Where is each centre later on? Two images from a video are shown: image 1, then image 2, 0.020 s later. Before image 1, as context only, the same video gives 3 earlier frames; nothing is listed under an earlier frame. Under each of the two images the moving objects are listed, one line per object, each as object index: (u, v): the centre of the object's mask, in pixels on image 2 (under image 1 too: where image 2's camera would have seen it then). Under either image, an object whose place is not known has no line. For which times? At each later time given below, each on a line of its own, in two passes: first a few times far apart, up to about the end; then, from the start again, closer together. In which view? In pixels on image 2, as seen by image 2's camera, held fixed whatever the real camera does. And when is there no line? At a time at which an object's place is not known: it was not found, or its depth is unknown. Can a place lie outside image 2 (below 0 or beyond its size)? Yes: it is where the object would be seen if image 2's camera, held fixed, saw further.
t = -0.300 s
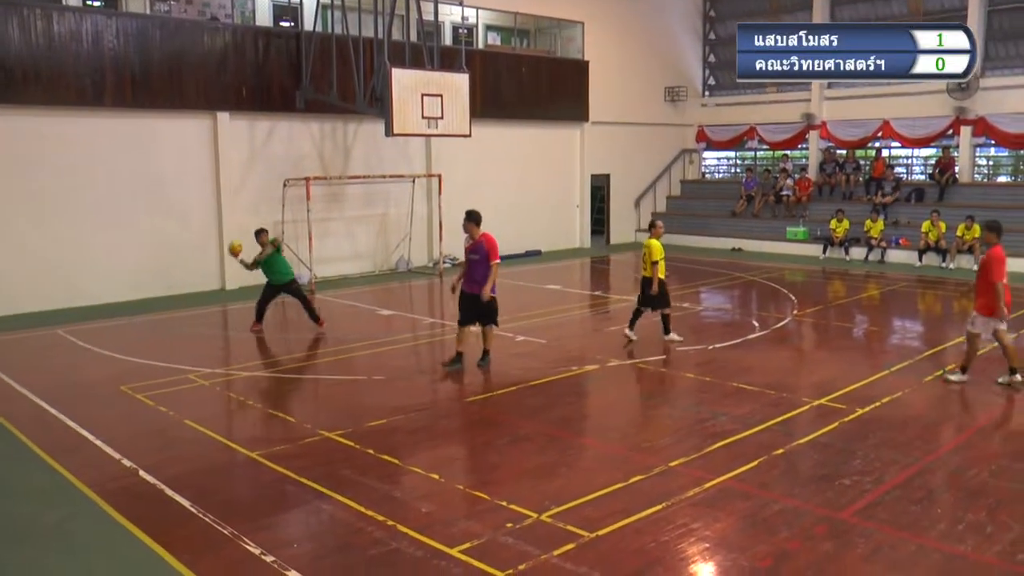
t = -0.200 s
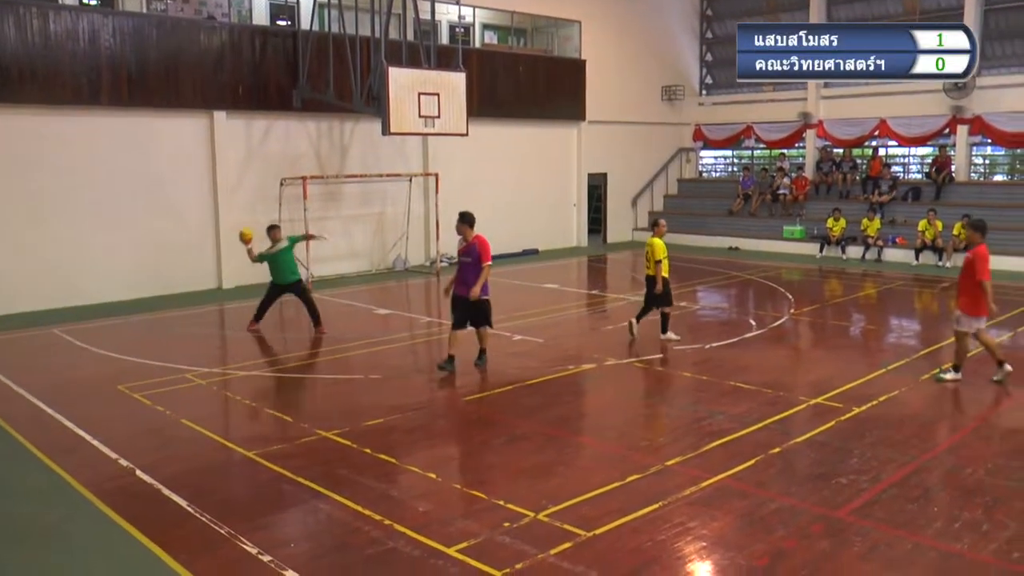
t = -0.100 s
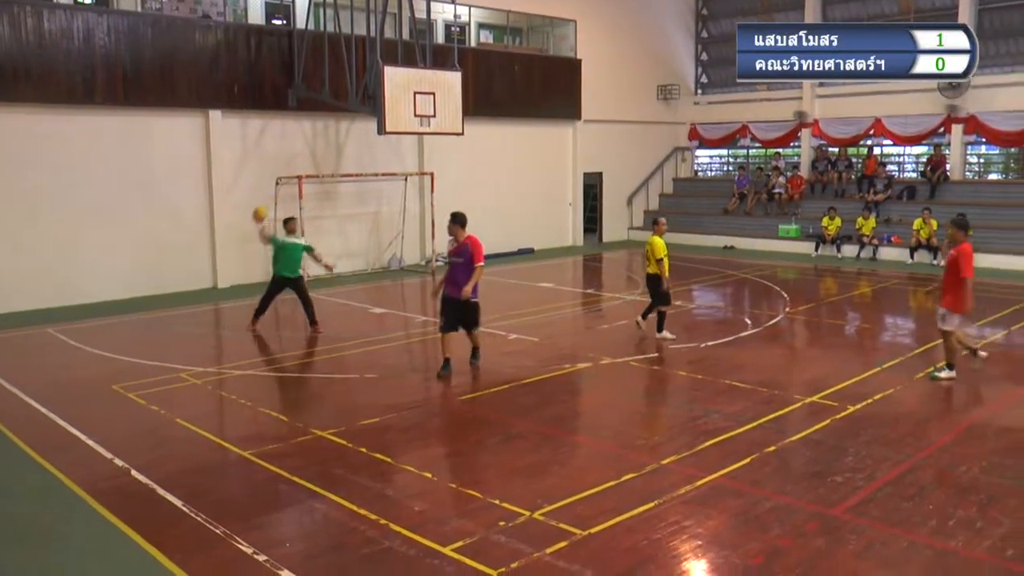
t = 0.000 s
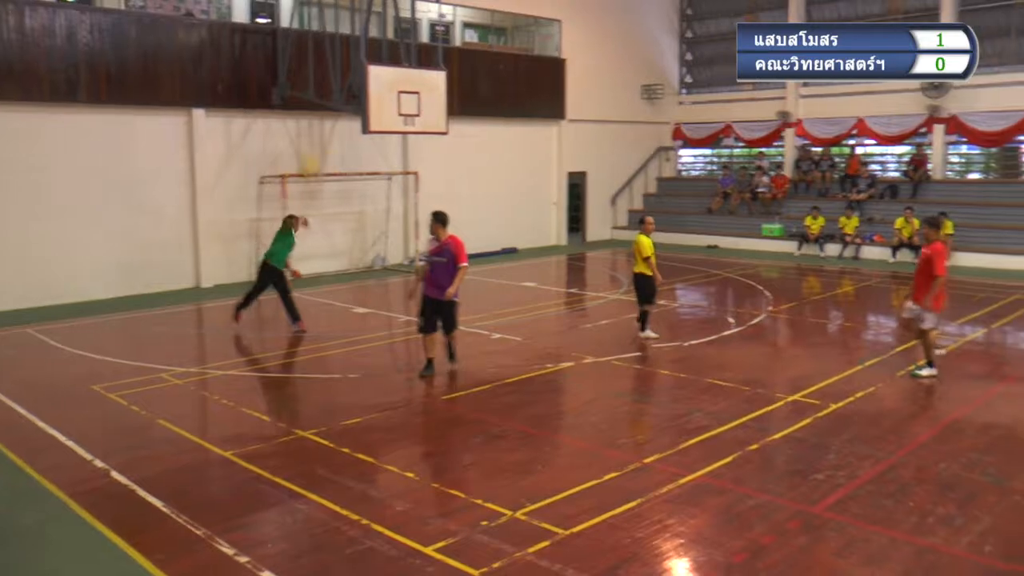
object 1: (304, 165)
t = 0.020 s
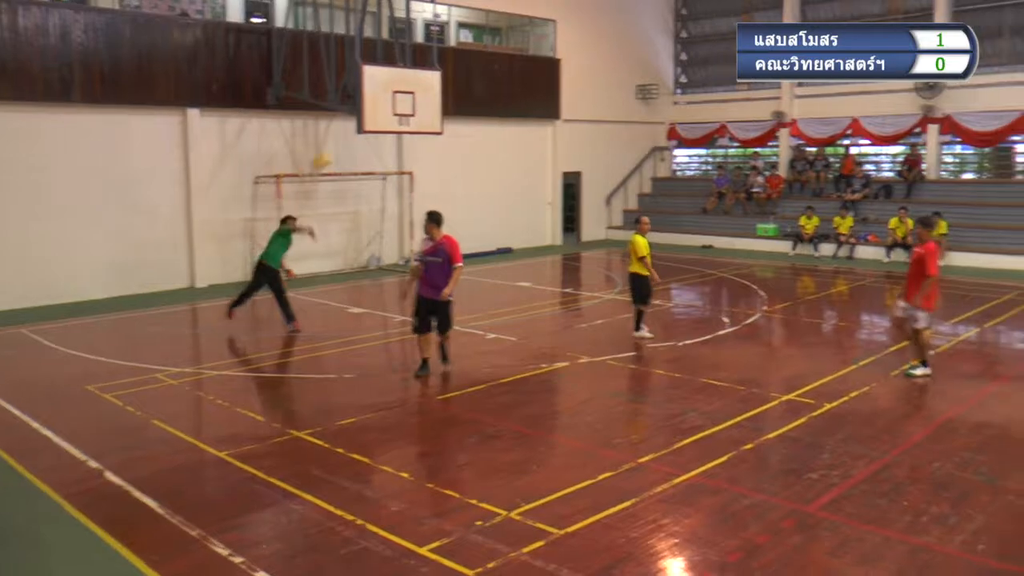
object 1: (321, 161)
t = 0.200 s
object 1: (506, 87)
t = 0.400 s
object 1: (776, 13)
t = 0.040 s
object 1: (340, 152)
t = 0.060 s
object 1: (357, 145)
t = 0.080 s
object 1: (377, 137)
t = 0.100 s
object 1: (397, 127)
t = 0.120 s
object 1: (417, 122)
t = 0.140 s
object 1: (442, 109)
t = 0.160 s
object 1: (461, 102)
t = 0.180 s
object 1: (483, 94)
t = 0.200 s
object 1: (506, 87)
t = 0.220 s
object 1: (530, 79)
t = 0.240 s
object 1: (551, 72)
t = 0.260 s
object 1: (579, 64)
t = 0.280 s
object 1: (604, 56)
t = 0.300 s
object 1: (632, 48)
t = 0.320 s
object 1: (659, 41)
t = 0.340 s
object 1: (687, 34)
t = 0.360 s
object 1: (715, 26)
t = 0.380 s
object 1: (746, 20)
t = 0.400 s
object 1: (776, 13)
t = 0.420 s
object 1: (810, 5)
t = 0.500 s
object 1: (941, -20)
